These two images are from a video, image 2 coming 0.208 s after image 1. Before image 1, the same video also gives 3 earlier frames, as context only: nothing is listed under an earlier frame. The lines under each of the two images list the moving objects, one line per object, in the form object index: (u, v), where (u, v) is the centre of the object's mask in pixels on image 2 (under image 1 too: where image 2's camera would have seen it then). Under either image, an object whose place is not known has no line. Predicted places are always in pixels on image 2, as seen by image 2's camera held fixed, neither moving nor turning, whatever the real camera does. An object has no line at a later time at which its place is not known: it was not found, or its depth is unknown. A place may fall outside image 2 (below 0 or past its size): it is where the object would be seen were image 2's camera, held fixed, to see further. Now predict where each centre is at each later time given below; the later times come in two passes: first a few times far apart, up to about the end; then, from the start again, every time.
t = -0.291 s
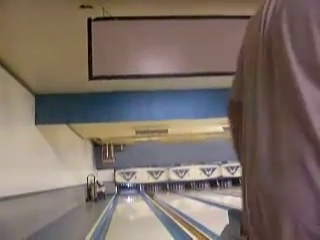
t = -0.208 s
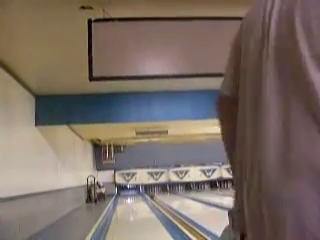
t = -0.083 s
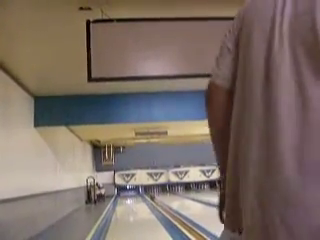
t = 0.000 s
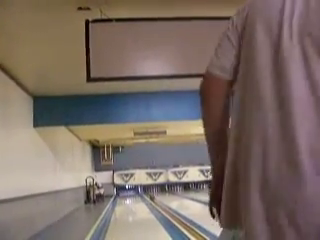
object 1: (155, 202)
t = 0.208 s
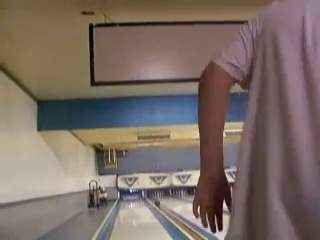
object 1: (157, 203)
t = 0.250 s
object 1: (157, 204)
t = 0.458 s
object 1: (159, 204)
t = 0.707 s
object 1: (162, 206)
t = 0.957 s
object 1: (165, 208)
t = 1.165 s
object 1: (167, 210)
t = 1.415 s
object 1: (171, 212)
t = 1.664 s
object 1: (176, 215)
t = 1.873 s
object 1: (181, 218)
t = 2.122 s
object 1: (188, 224)
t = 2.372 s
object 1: (197, 229)
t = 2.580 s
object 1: (207, 234)
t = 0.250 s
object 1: (157, 204)
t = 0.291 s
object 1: (158, 204)
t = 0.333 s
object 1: (158, 204)
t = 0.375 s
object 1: (158, 204)
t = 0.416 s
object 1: (158, 204)
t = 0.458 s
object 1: (159, 204)
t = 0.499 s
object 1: (160, 204)
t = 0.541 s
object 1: (160, 205)
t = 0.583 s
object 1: (160, 205)
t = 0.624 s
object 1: (161, 206)
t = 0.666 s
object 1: (161, 206)
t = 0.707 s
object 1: (162, 206)
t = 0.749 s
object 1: (162, 206)
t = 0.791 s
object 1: (163, 207)
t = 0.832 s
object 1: (163, 207)
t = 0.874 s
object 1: (164, 207)
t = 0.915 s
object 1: (164, 207)
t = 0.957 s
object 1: (165, 208)
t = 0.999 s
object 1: (165, 208)
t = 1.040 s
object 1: (166, 209)
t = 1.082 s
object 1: (166, 209)
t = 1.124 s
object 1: (167, 209)
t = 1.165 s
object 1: (167, 210)
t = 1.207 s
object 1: (168, 210)
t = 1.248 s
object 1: (169, 211)
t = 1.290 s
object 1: (169, 211)
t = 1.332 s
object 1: (170, 212)
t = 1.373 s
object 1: (171, 212)
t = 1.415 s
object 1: (171, 212)
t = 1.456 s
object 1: (172, 213)
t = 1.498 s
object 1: (173, 213)
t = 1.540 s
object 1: (173, 214)
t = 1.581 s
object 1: (174, 214)
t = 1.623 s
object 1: (175, 215)
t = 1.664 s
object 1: (176, 215)
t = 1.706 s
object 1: (177, 216)
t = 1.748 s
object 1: (178, 217)
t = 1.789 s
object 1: (179, 217)
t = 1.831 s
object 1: (180, 218)
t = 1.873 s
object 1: (181, 218)
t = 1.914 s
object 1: (182, 219)
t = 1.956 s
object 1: (182, 220)
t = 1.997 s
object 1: (184, 220)
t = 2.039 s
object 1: (185, 221)
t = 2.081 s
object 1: (186, 222)
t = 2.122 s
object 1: (188, 224)
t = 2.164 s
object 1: (189, 224)
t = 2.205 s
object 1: (190, 225)
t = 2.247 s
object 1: (192, 226)
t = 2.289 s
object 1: (193, 227)
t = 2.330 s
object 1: (195, 228)
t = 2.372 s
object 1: (197, 229)
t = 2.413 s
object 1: (199, 231)
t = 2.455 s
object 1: (201, 232)
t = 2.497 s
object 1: (203, 233)
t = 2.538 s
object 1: (205, 234)
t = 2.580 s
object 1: (207, 234)
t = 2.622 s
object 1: (209, 235)
